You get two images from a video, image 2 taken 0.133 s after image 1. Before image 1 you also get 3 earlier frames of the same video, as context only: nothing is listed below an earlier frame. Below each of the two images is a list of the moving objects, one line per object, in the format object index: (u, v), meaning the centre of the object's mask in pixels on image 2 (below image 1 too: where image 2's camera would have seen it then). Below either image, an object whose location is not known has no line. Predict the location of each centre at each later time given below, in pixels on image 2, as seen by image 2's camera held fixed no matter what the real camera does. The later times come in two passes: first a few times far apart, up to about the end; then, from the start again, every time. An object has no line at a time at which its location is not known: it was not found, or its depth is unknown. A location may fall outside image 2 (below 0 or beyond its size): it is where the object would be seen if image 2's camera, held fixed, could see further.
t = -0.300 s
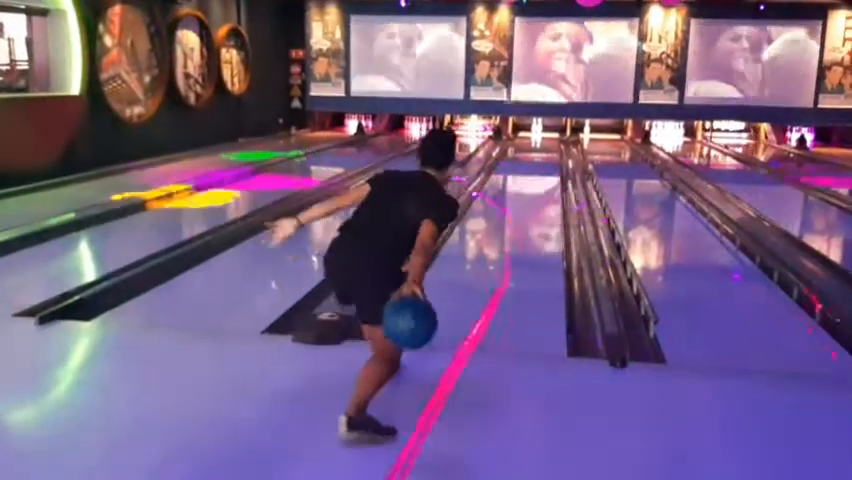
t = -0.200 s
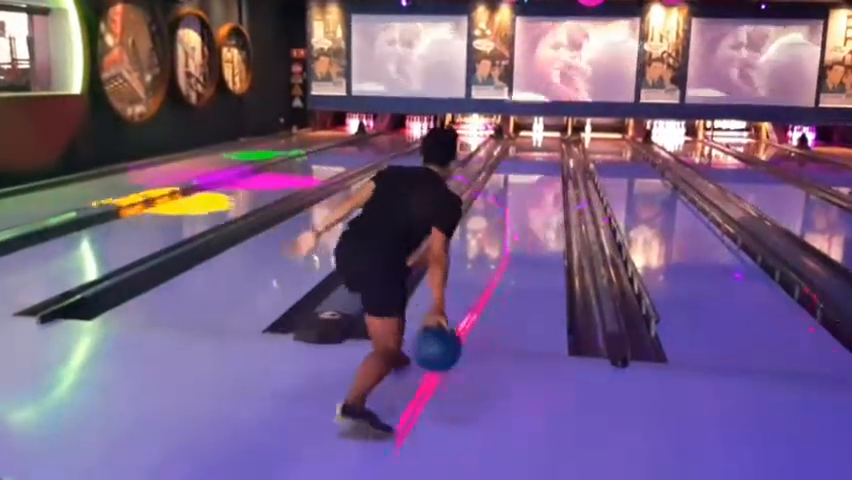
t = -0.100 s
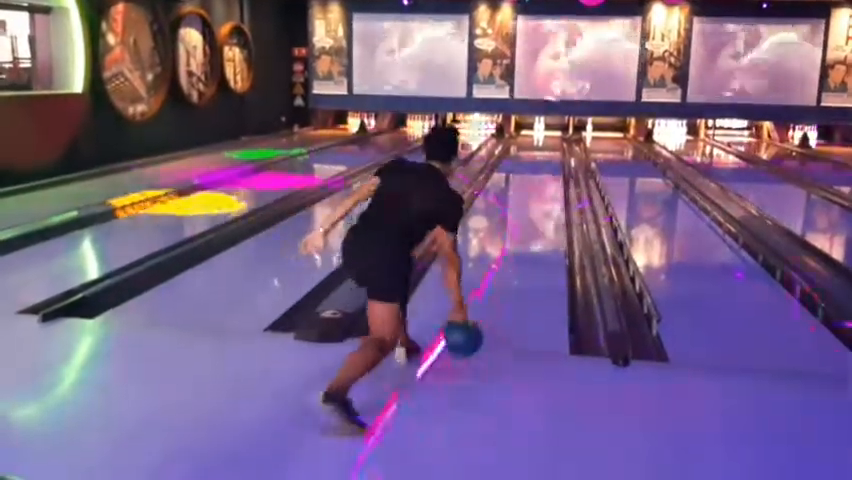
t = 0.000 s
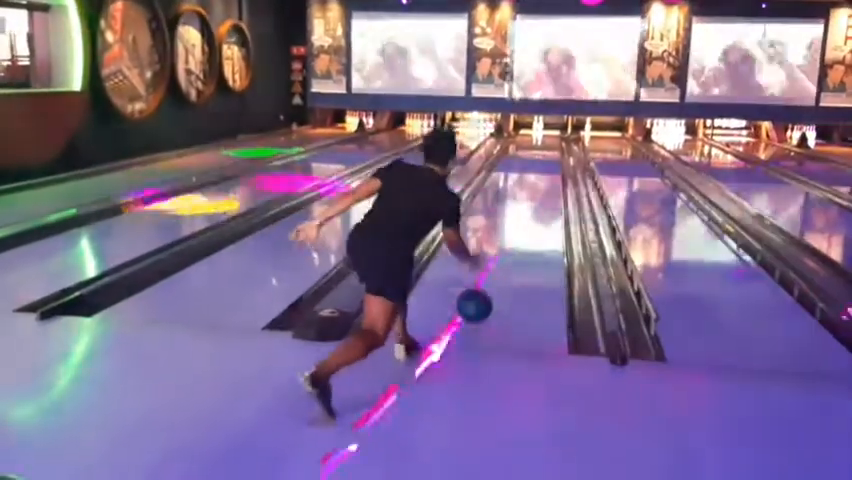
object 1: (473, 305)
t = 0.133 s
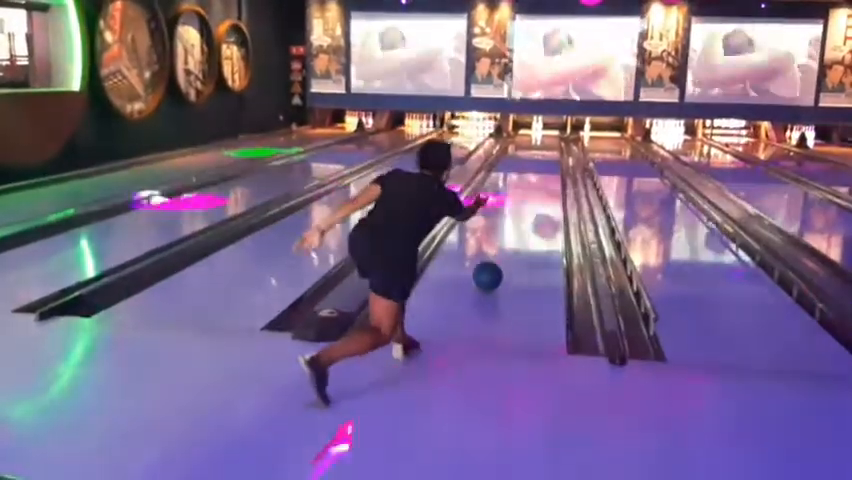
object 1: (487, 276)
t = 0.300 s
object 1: (500, 244)
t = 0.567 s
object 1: (512, 210)
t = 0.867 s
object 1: (522, 186)
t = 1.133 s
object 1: (528, 171)
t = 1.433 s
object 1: (533, 159)
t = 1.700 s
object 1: (535, 152)
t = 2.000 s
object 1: (536, 148)
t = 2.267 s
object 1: (538, 143)
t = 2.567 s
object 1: (539, 137)
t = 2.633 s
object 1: (539, 135)
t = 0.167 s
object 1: (489, 269)
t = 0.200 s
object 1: (493, 262)
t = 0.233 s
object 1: (495, 255)
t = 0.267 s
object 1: (497, 250)
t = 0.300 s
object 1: (500, 244)
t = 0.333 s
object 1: (501, 239)
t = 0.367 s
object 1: (503, 234)
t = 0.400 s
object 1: (505, 230)
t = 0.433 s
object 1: (506, 226)
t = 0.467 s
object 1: (508, 221)
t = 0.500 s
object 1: (510, 218)
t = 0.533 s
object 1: (511, 214)
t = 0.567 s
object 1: (512, 210)
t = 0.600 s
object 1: (514, 207)
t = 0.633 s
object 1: (515, 204)
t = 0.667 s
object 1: (516, 201)
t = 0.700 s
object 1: (517, 198)
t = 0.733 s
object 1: (518, 196)
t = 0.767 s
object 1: (519, 193)
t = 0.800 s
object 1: (520, 191)
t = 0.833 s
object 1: (521, 188)
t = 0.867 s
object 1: (522, 186)
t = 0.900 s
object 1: (523, 185)
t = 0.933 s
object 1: (523, 182)
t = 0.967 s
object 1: (524, 180)
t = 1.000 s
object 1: (525, 178)
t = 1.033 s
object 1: (526, 177)
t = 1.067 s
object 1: (526, 175)
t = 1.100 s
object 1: (527, 174)
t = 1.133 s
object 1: (528, 171)
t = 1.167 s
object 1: (528, 170)
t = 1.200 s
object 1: (528, 169)
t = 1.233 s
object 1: (530, 166)
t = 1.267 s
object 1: (530, 166)
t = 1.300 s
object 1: (530, 163)
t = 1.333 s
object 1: (530, 163)
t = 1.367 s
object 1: (530, 162)
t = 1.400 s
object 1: (532, 161)
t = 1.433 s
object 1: (533, 159)
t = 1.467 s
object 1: (532, 158)
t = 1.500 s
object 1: (532, 158)
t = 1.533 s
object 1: (533, 158)
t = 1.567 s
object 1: (534, 156)
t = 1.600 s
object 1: (534, 154)
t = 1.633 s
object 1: (534, 154)
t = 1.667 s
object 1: (535, 153)
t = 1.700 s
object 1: (535, 152)
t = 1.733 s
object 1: (535, 152)
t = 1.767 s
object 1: (535, 151)
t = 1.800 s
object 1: (536, 151)
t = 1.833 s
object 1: (536, 150)
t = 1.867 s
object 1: (536, 150)
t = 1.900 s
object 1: (536, 150)
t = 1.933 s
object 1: (536, 150)
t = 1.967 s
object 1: (536, 148)
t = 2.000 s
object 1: (536, 148)
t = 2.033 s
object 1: (537, 147)
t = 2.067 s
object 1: (537, 147)
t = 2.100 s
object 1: (537, 147)
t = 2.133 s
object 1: (537, 146)
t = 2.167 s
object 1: (537, 146)
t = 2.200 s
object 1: (537, 145)
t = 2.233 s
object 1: (538, 144)
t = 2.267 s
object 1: (538, 143)
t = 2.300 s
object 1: (538, 141)
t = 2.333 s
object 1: (538, 142)
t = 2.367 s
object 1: (538, 140)
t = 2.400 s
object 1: (538, 140)
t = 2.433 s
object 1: (539, 139)
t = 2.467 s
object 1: (539, 139)
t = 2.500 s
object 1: (539, 138)
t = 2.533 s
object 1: (539, 137)
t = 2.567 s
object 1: (539, 137)
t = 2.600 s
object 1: (539, 137)
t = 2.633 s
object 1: (539, 135)
